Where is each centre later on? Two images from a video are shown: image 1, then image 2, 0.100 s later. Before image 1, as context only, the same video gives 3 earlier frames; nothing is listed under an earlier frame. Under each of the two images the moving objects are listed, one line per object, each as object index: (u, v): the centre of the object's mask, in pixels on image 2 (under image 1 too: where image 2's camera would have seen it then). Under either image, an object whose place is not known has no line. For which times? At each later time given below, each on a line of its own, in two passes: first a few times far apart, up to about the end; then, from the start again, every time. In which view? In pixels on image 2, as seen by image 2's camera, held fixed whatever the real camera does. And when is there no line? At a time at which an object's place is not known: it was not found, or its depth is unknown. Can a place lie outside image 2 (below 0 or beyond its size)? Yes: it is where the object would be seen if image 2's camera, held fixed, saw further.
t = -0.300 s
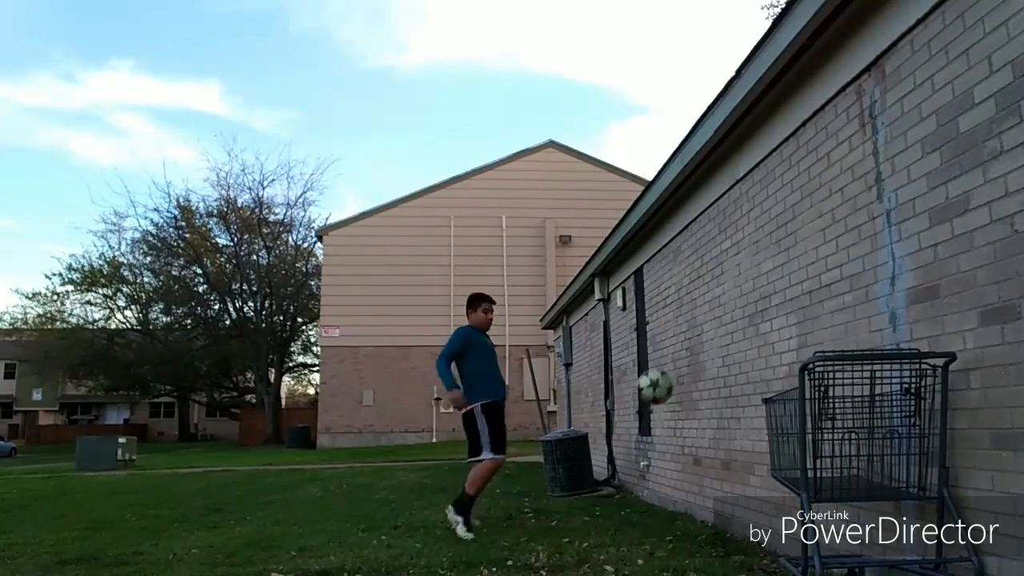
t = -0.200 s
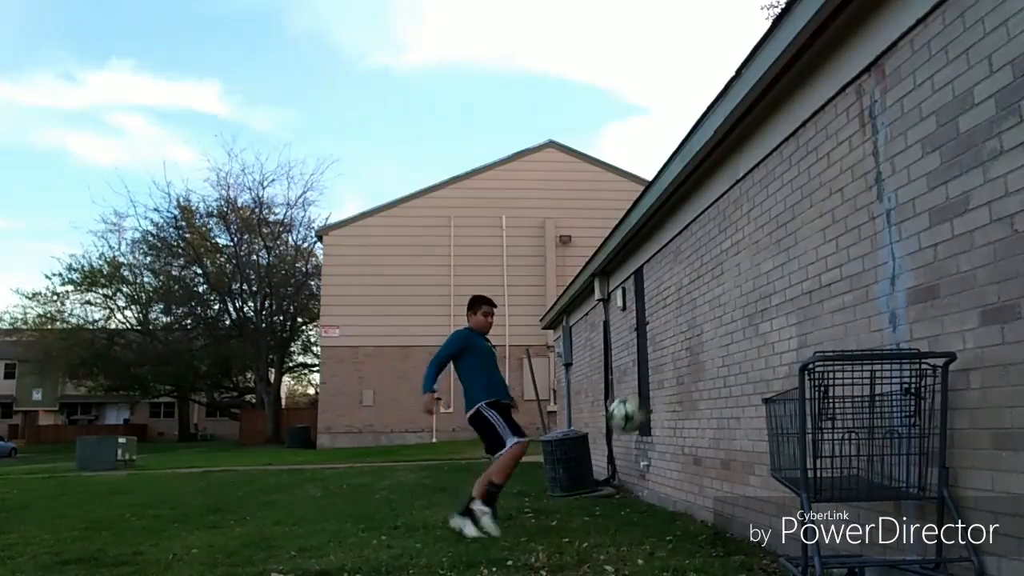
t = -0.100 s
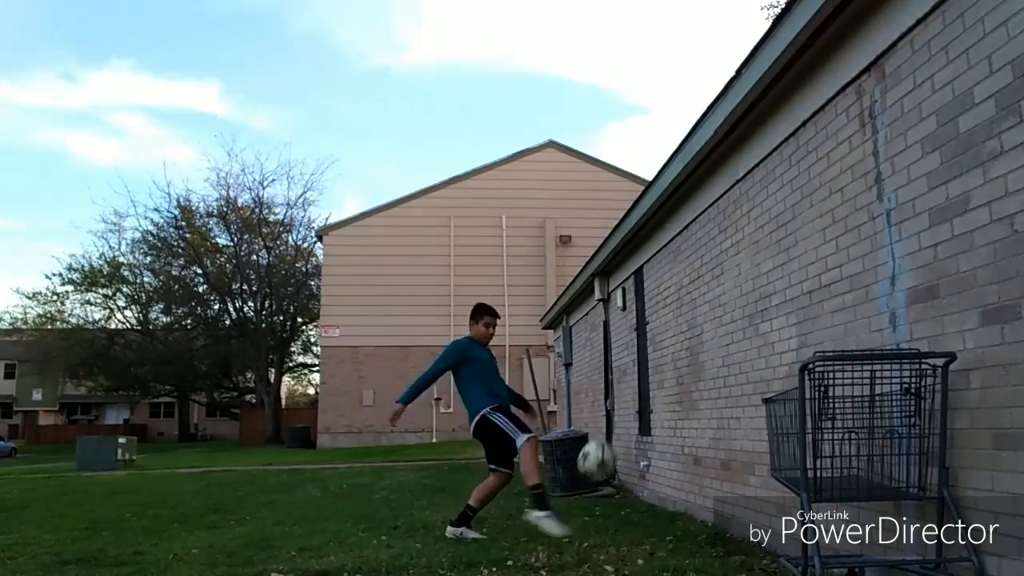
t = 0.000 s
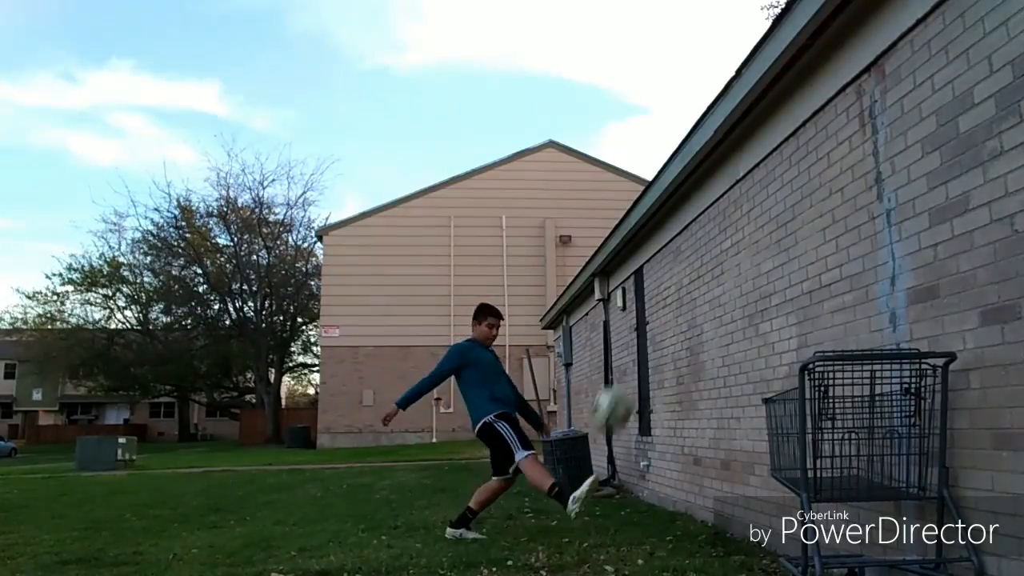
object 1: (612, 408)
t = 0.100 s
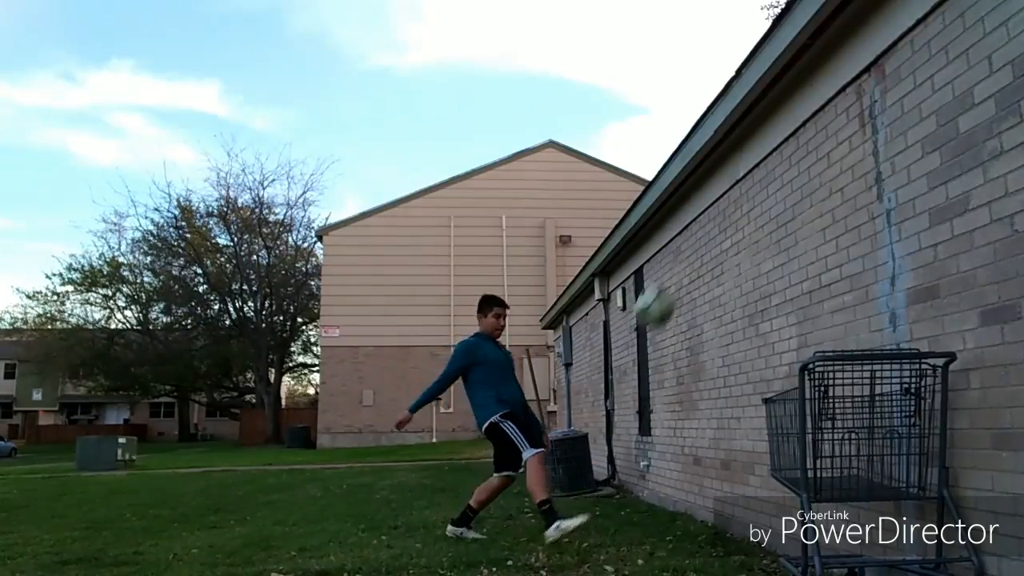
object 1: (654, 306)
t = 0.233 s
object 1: (709, 198)
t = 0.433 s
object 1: (744, 119)
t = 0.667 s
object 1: (691, 150)
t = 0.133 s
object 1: (669, 276)
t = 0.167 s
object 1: (682, 249)
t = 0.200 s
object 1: (696, 223)
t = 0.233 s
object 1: (709, 198)
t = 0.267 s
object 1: (723, 176)
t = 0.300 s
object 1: (737, 157)
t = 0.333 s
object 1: (750, 140)
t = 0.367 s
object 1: (759, 128)
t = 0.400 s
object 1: (750, 122)
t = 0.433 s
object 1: (744, 119)
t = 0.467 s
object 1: (737, 117)
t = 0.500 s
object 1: (730, 117)
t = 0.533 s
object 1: (723, 119)
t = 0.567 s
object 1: (715, 124)
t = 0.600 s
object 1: (708, 130)
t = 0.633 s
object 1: (700, 139)
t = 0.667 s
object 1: (691, 150)
